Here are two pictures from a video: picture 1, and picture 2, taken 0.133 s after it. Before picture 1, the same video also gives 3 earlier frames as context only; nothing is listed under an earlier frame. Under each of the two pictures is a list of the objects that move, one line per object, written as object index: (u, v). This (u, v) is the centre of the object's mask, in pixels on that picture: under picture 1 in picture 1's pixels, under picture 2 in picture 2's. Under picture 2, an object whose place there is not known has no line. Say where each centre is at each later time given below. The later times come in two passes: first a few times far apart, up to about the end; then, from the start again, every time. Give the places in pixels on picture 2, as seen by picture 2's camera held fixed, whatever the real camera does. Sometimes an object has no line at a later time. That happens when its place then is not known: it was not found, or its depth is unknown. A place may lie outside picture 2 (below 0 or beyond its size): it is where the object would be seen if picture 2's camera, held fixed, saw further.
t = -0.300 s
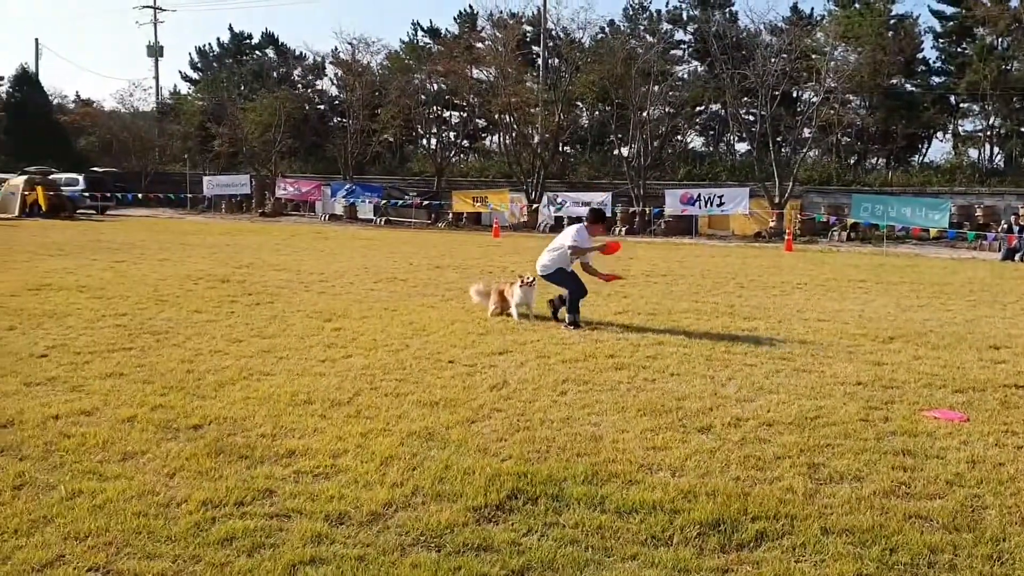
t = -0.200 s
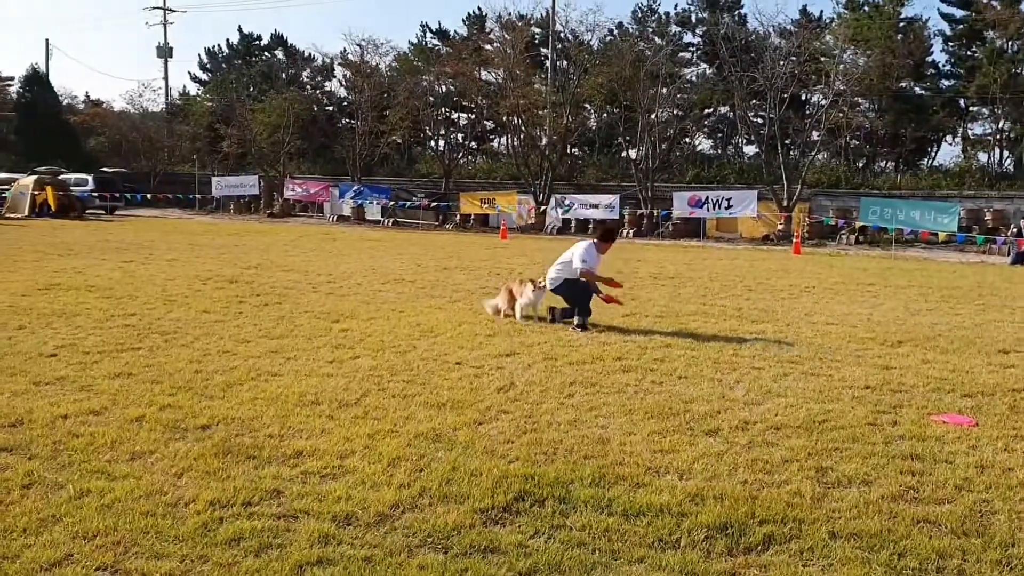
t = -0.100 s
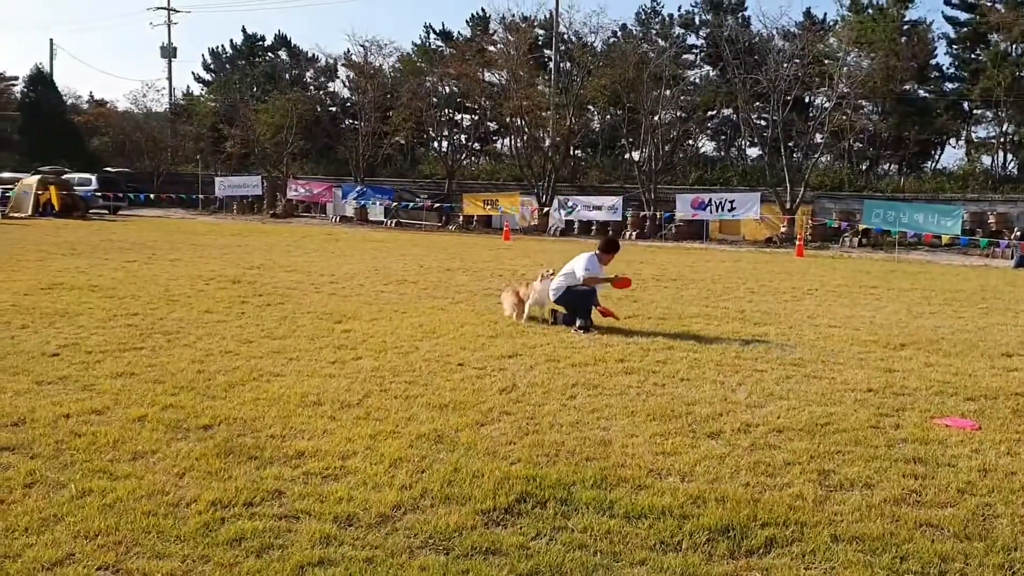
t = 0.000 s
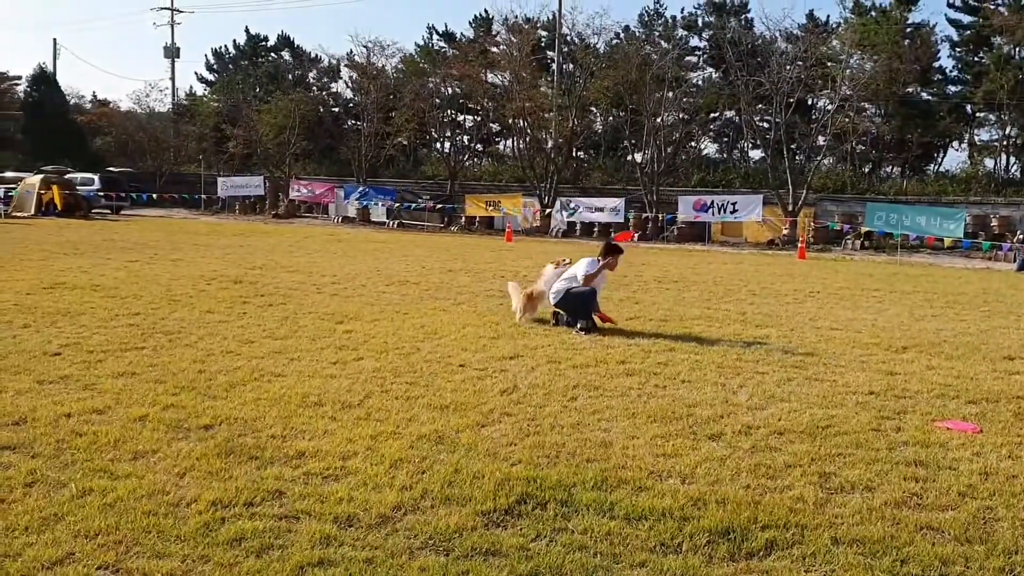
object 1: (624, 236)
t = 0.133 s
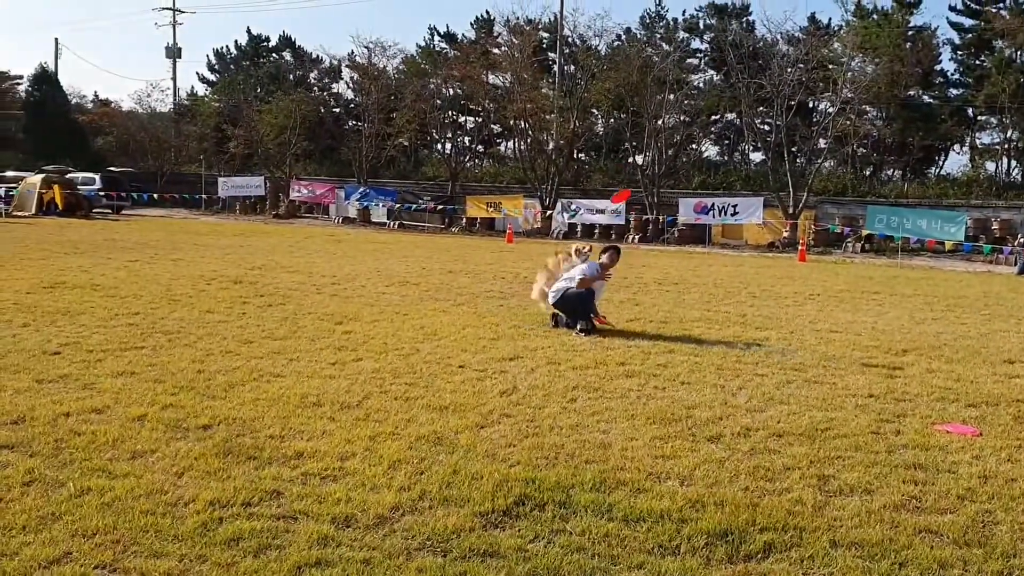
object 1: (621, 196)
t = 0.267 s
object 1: (615, 173)
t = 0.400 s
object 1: (607, 169)
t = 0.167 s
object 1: (620, 189)
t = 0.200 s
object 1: (617, 183)
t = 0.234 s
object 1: (616, 178)
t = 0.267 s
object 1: (615, 173)
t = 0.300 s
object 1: (613, 172)
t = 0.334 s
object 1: (611, 170)
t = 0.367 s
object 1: (609, 169)
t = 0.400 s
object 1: (607, 169)
